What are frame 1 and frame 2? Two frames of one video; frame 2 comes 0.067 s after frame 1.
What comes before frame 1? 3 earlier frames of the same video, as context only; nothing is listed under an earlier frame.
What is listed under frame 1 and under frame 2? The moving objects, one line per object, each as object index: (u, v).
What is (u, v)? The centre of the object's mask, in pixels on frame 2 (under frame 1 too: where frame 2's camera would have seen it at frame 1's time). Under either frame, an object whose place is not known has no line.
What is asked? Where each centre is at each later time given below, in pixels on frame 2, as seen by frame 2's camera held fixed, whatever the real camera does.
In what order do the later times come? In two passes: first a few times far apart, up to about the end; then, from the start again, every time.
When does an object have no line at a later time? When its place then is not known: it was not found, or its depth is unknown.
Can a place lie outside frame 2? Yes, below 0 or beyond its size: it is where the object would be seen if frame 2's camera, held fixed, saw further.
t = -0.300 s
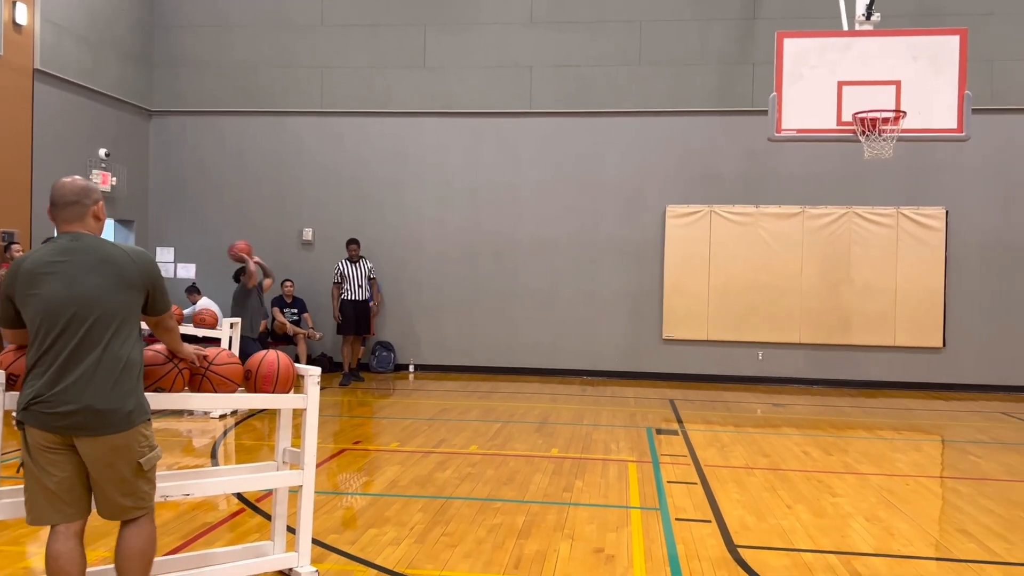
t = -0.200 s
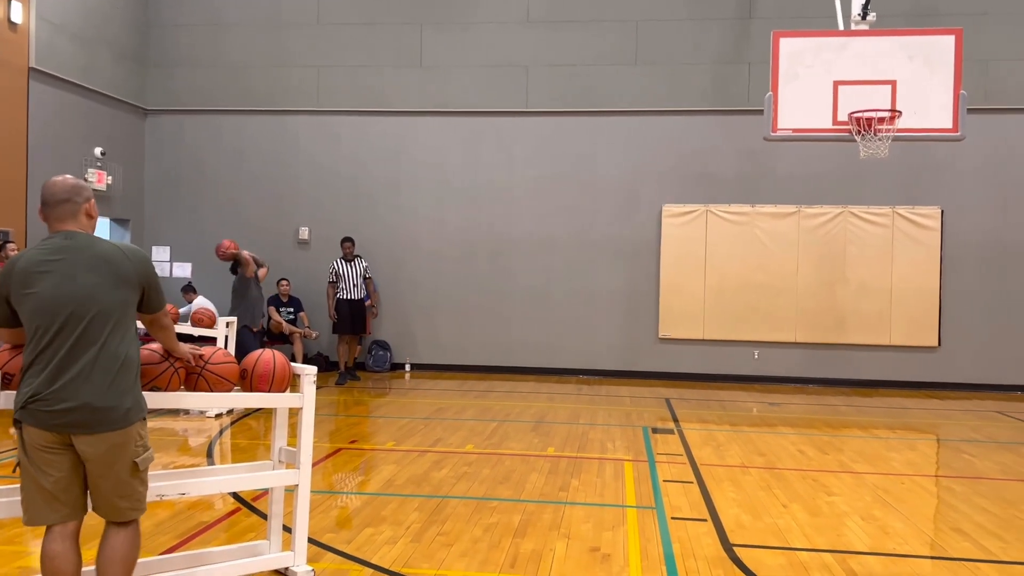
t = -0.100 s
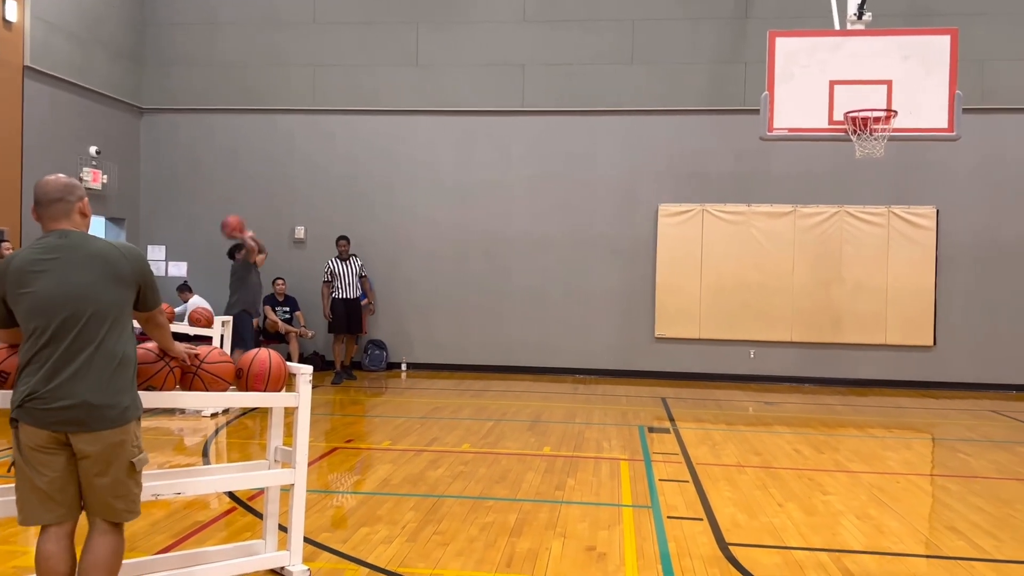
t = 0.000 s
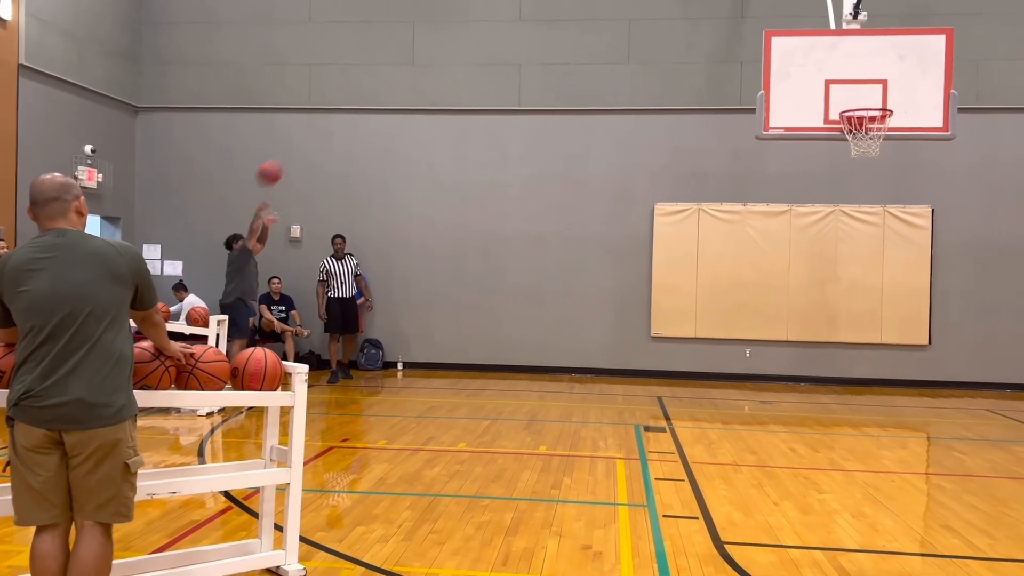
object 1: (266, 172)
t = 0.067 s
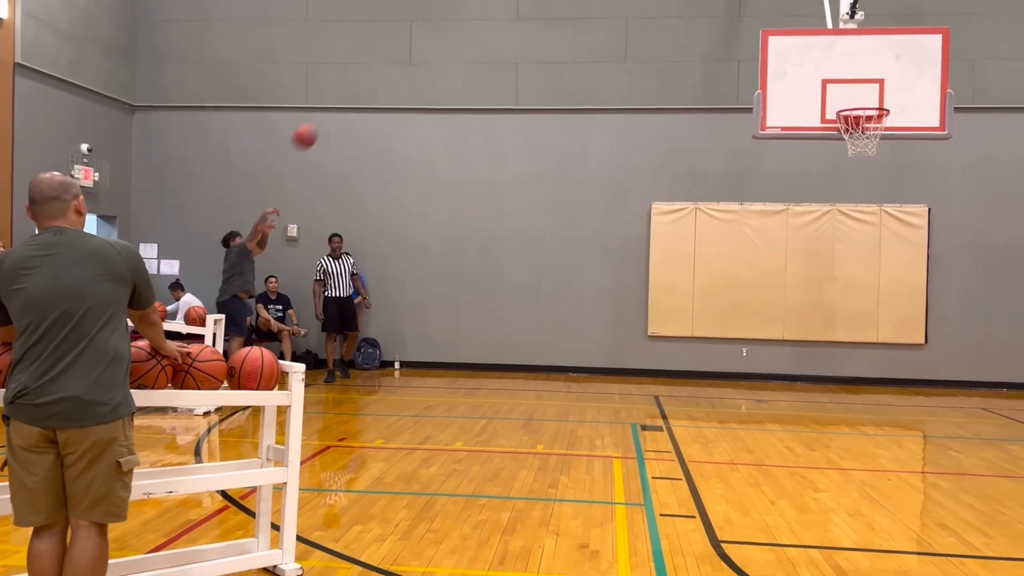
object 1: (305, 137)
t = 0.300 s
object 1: (439, 46)
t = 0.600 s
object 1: (612, 11)
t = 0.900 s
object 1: (786, 47)
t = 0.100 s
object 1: (324, 120)
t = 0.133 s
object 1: (343, 105)
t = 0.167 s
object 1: (362, 92)
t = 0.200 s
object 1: (382, 79)
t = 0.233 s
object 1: (401, 67)
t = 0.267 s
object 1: (420, 56)
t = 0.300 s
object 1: (439, 46)
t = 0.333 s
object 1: (458, 37)
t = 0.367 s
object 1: (477, 29)
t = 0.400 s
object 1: (496, 22)
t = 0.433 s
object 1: (515, 17)
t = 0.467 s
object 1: (535, 14)
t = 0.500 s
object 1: (554, 13)
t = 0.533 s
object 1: (573, 12)
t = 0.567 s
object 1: (592, 11)
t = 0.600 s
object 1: (612, 11)
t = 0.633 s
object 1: (631, 11)
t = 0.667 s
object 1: (651, 12)
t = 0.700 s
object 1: (670, 14)
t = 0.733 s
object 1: (690, 16)
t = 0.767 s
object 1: (708, 18)
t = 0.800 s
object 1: (728, 22)
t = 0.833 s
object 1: (747, 28)
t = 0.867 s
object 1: (766, 37)
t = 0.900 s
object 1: (786, 47)
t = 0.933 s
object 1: (806, 56)
